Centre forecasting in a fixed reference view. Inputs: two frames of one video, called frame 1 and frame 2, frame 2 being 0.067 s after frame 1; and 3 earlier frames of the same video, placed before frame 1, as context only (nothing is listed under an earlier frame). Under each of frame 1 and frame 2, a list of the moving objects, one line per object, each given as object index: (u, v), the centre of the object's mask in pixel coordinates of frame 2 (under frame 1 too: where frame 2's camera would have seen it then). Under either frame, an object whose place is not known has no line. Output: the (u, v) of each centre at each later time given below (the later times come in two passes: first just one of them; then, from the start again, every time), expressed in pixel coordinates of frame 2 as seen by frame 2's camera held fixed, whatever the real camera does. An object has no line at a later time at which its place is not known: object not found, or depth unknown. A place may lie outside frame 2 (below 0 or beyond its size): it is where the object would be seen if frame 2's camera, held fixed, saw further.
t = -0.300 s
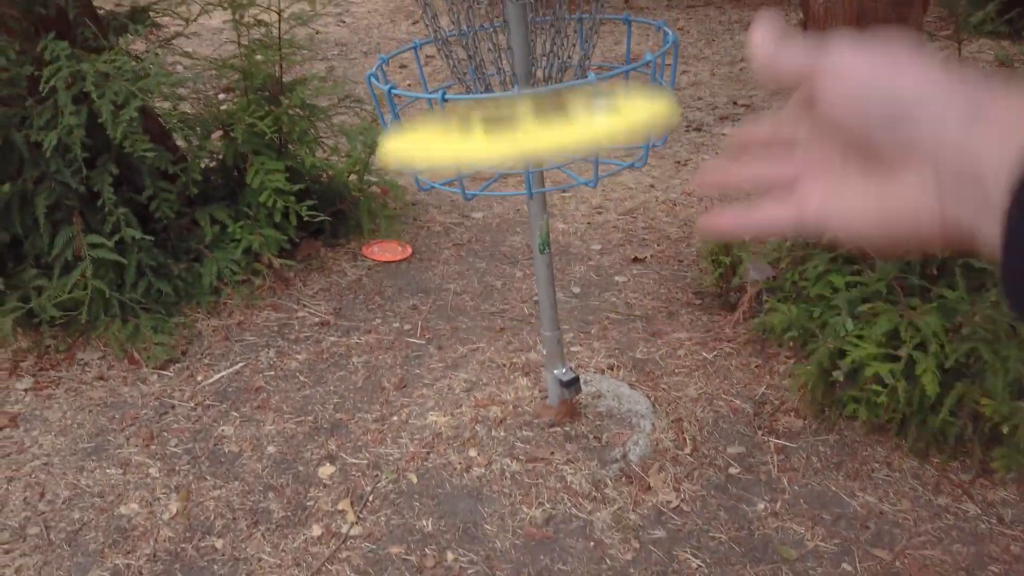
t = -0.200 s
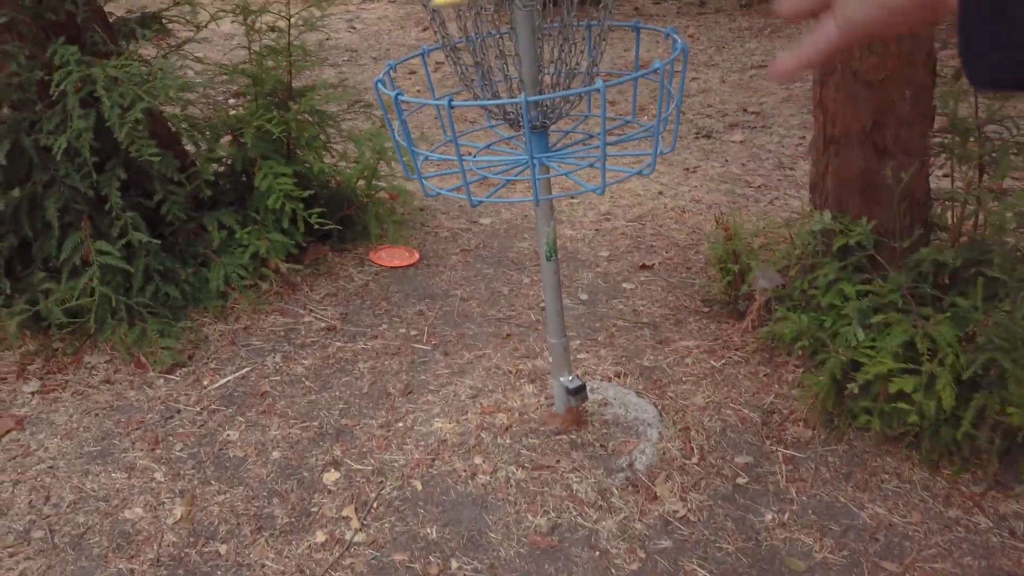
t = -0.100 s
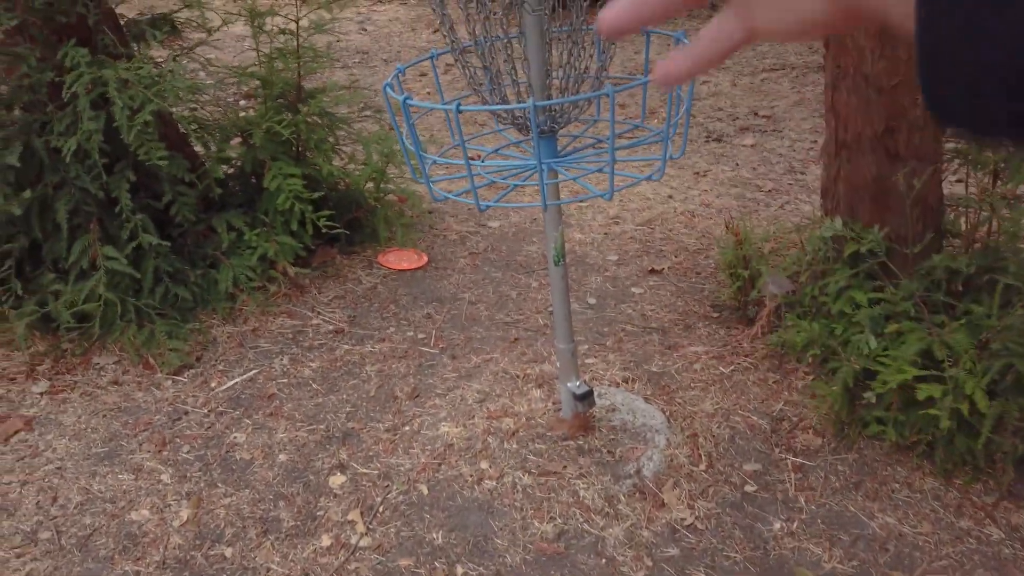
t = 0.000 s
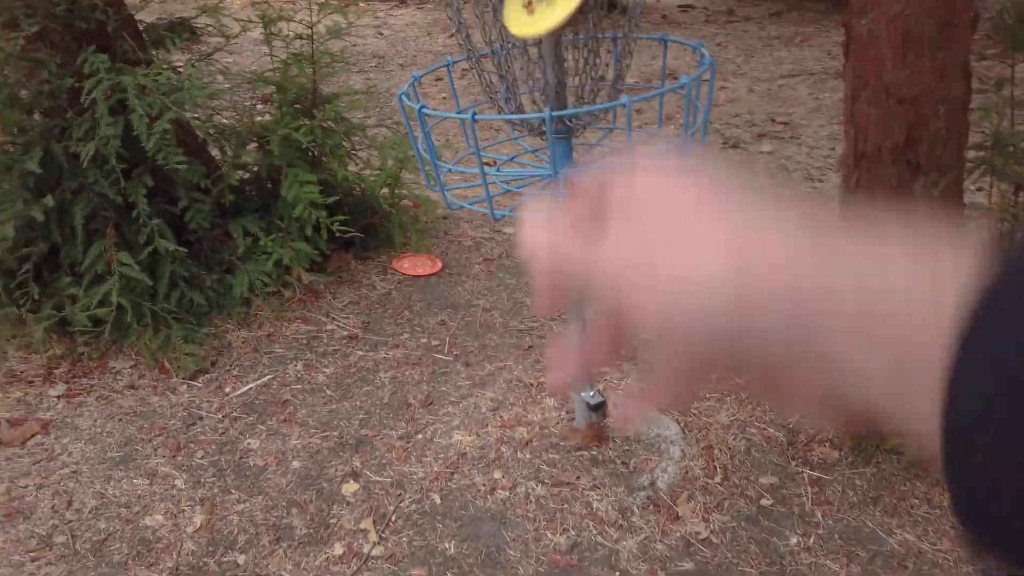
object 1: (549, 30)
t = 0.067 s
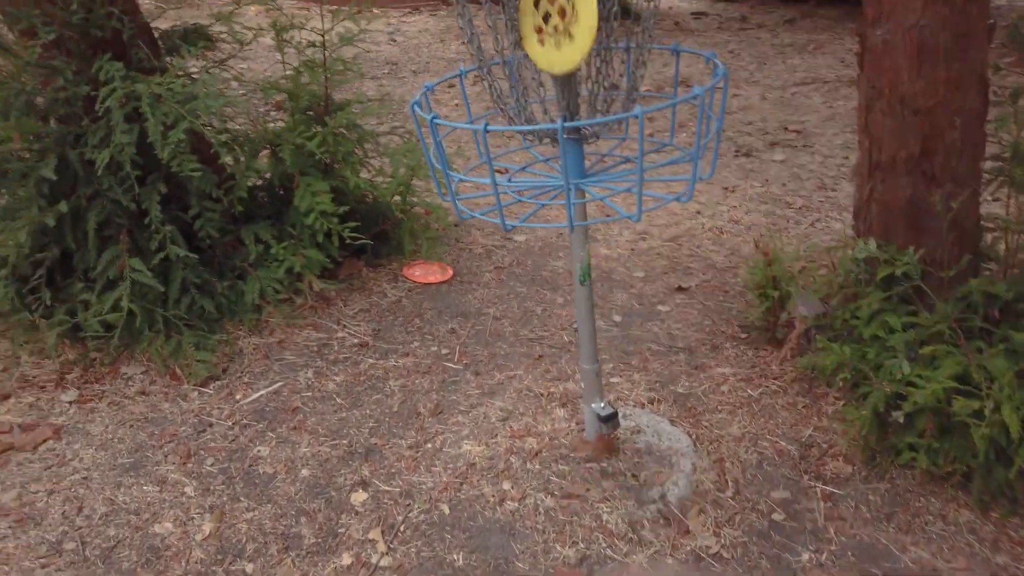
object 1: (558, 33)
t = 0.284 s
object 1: (544, 125)
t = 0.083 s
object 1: (558, 34)
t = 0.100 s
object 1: (558, 36)
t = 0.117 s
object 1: (558, 41)
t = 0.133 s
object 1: (557, 51)
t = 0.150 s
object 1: (555, 64)
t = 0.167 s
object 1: (553, 75)
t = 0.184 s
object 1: (550, 84)
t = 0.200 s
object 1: (550, 89)
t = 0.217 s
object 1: (548, 102)
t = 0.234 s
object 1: (547, 109)
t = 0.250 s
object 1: (545, 114)
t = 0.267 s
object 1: (544, 119)
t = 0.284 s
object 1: (544, 125)
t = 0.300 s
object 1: (543, 133)
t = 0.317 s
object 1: (544, 138)
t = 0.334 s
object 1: (544, 146)
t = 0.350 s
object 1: (541, 162)
